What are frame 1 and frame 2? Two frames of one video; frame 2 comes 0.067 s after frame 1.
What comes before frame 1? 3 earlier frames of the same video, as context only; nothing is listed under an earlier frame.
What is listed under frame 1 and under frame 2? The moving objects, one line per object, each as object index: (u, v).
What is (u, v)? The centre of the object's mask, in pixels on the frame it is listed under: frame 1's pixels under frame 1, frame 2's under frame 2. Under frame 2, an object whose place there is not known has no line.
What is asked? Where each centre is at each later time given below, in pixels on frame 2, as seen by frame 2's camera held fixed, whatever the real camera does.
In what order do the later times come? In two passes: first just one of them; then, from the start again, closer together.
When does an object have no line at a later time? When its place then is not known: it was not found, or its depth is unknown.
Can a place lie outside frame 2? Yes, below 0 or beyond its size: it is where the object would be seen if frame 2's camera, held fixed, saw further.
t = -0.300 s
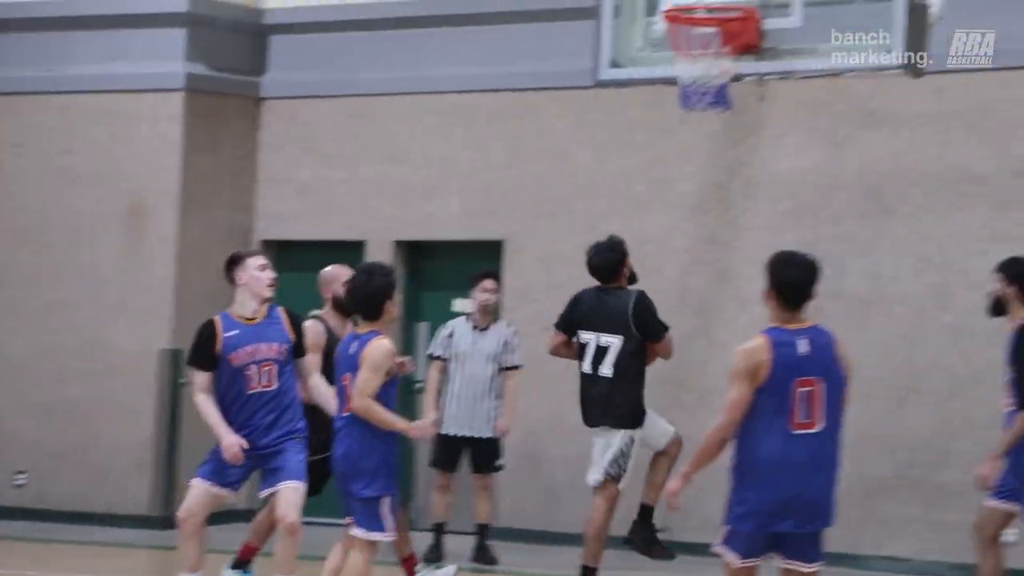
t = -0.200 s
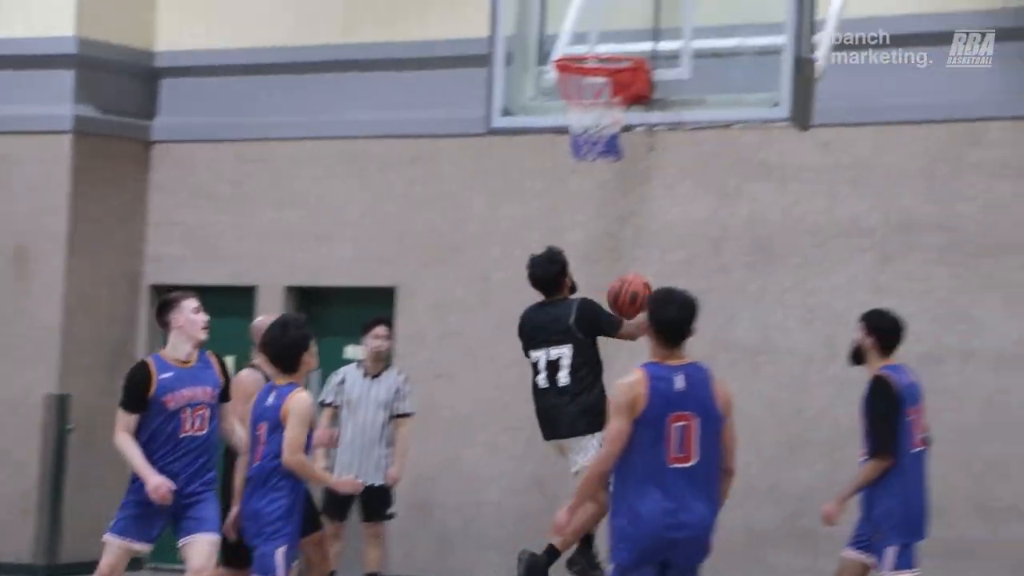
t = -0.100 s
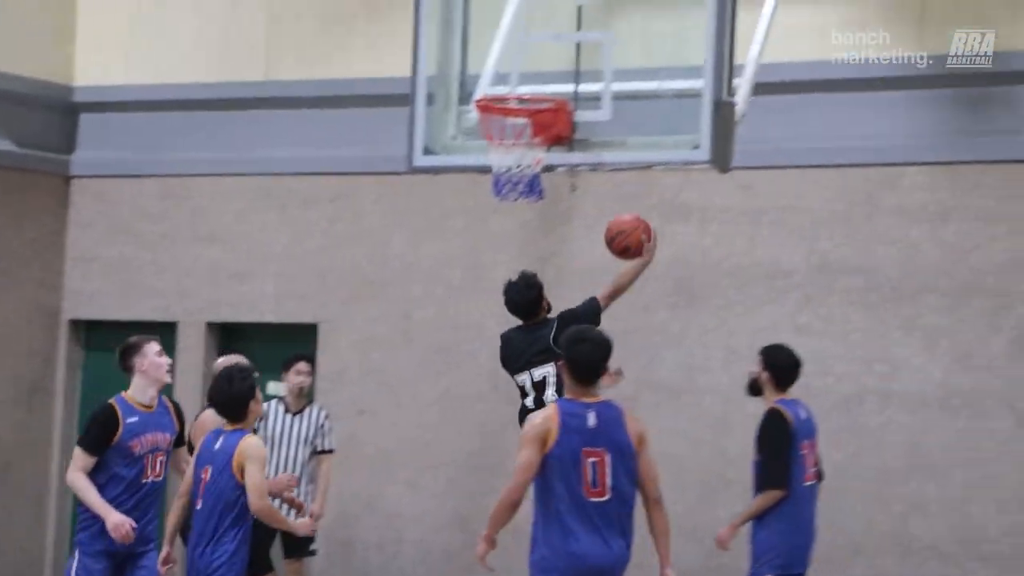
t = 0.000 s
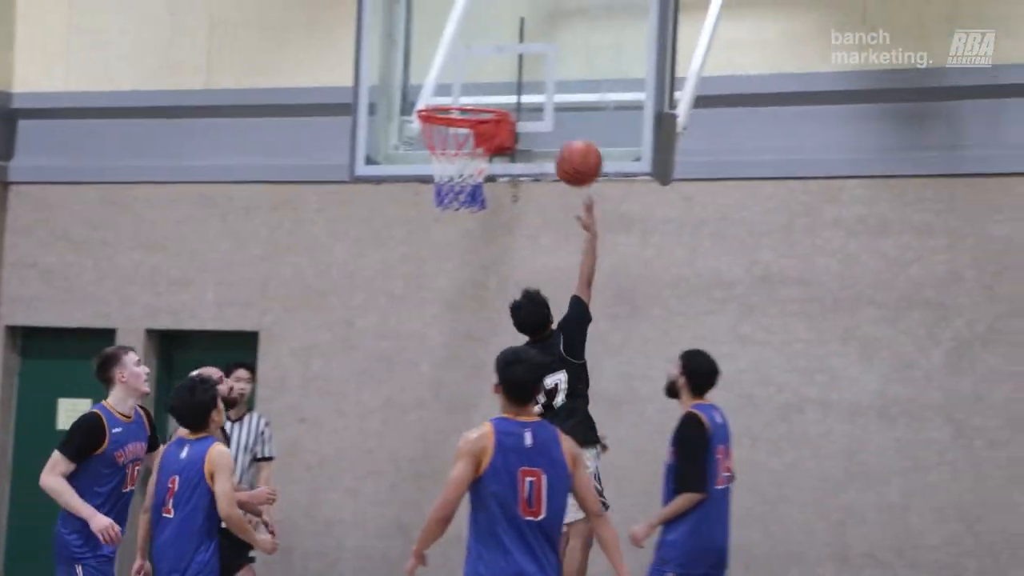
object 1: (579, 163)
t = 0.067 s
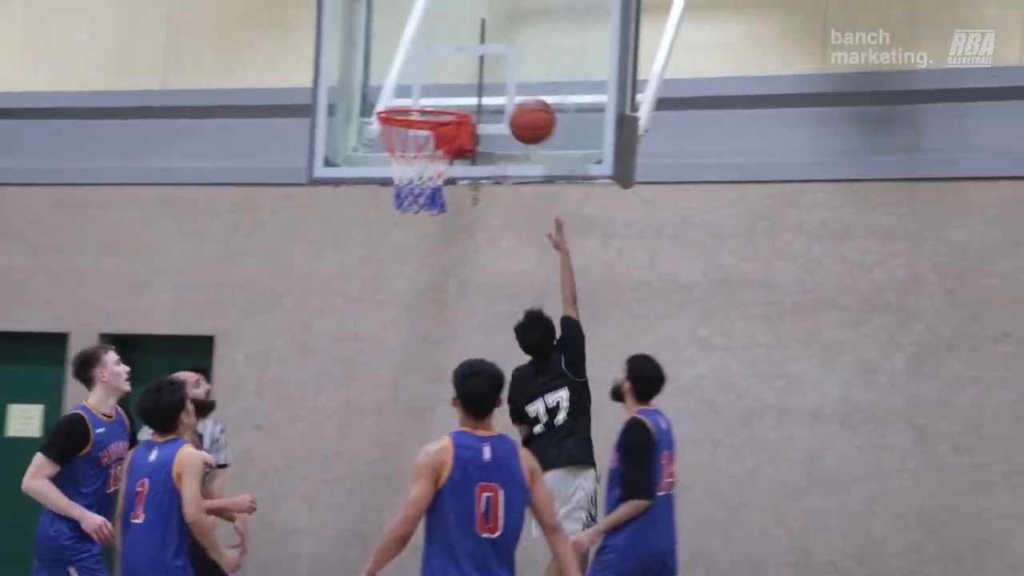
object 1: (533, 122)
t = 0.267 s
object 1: (504, 39)
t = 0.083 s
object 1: (530, 111)
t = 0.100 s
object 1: (529, 102)
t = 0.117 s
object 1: (526, 93)
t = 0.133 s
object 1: (524, 86)
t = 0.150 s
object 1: (522, 77)
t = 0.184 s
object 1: (517, 64)
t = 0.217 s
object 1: (512, 52)
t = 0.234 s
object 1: (510, 47)
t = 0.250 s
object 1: (507, 43)
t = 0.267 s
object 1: (504, 39)
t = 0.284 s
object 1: (500, 38)
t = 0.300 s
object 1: (495, 37)
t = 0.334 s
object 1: (486, 35)
